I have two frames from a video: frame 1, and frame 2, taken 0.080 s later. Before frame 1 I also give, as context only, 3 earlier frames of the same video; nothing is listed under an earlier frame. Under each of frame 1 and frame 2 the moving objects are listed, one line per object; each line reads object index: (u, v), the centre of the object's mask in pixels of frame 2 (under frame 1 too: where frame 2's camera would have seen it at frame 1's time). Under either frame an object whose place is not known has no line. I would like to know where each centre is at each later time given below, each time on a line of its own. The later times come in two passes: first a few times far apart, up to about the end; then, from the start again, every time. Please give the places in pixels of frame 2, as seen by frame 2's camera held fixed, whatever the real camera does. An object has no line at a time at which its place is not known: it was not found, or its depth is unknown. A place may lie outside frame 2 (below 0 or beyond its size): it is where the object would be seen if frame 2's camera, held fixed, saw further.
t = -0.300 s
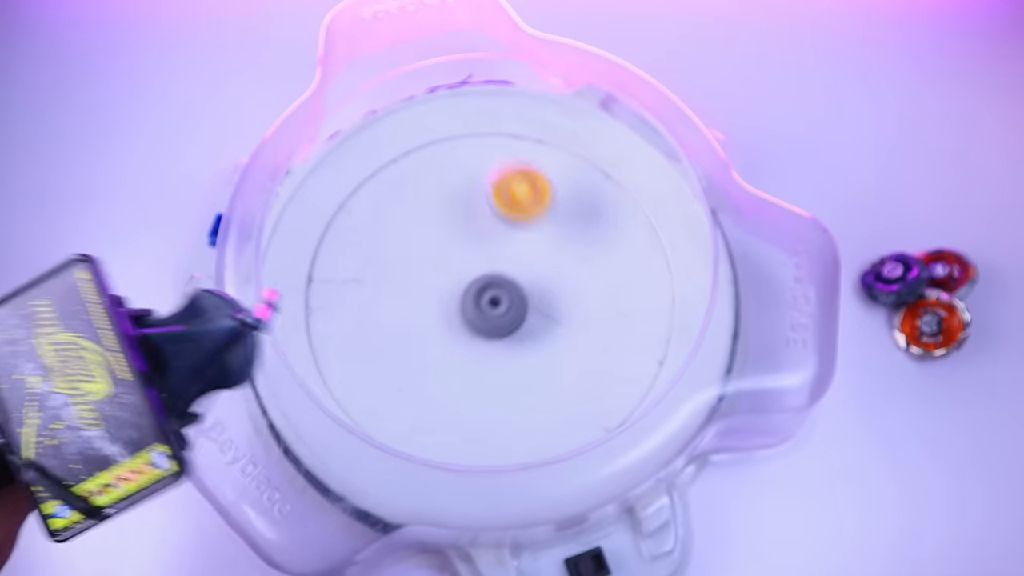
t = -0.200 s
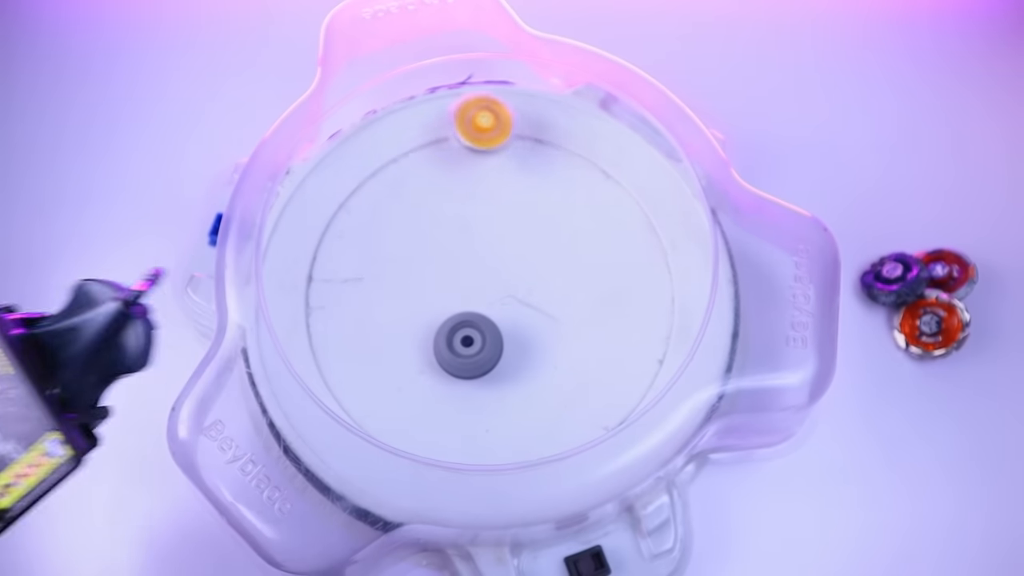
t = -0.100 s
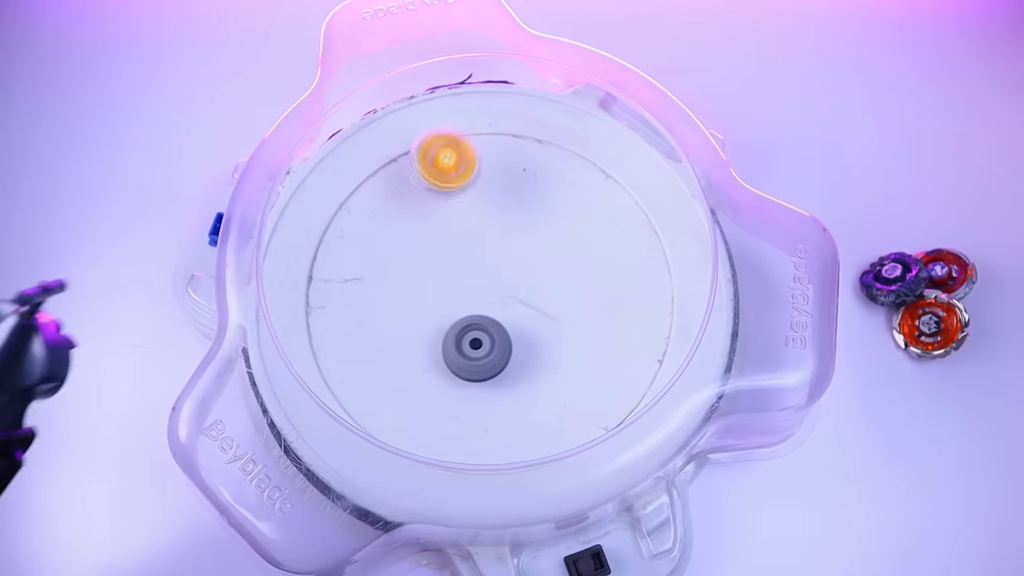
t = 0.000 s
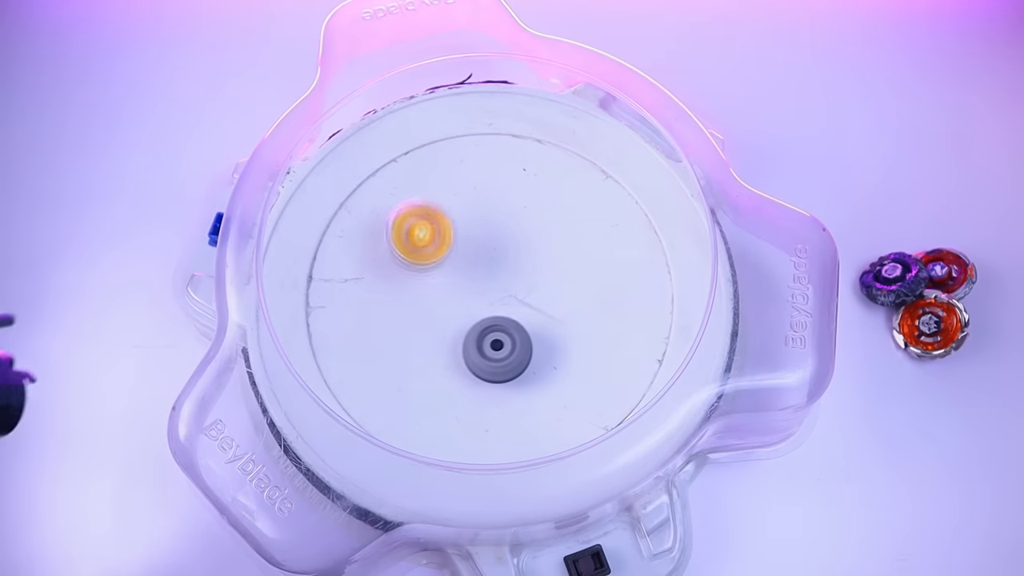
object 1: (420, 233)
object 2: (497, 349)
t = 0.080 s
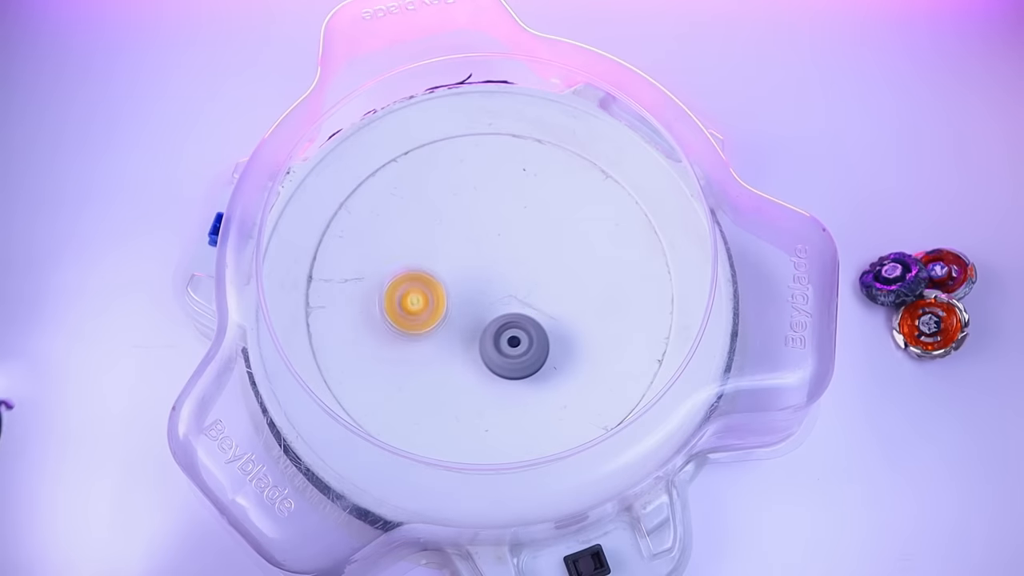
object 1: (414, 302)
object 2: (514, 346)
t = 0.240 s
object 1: (467, 371)
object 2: (542, 328)
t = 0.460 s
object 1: (653, 294)
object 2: (541, 288)
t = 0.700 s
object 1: (529, 159)
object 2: (498, 266)
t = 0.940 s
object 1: (446, 215)
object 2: (464, 285)
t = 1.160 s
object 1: (477, 246)
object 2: (471, 344)
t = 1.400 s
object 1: (562, 246)
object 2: (520, 334)
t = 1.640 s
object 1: (536, 188)
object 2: (533, 291)
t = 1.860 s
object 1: (443, 183)
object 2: (513, 315)
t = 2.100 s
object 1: (430, 255)
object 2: (518, 319)
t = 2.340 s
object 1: (412, 285)
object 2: (541, 318)
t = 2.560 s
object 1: (406, 303)
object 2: (539, 293)
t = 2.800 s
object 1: (459, 356)
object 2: (500, 281)
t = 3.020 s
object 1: (531, 366)
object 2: (477, 261)
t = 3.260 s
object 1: (547, 299)
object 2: (458, 261)
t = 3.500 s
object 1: (516, 296)
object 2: (445, 263)
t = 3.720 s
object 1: (509, 302)
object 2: (449, 273)
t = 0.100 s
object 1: (416, 316)
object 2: (518, 344)
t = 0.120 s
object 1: (417, 328)
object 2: (522, 343)
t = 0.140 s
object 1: (422, 341)
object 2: (526, 341)
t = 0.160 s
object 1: (427, 351)
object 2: (529, 338)
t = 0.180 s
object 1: (434, 358)
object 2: (533, 336)
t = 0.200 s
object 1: (443, 363)
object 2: (536, 333)
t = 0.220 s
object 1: (455, 367)
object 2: (539, 331)
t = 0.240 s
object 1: (467, 371)
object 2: (542, 328)
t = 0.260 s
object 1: (482, 372)
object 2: (545, 325)
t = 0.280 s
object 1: (498, 372)
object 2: (547, 322)
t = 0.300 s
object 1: (516, 370)
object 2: (549, 317)
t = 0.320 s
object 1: (534, 366)
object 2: (551, 311)
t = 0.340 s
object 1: (552, 360)
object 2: (549, 305)
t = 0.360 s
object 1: (569, 353)
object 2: (547, 302)
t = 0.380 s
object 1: (586, 344)
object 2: (546, 301)
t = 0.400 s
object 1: (603, 335)
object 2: (547, 299)
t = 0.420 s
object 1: (621, 324)
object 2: (546, 296)
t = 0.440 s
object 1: (638, 309)
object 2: (544, 292)
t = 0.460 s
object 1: (653, 294)
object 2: (541, 288)
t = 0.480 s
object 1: (666, 276)
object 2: (538, 285)
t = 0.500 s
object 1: (665, 260)
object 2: (534, 281)
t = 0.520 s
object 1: (654, 242)
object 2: (531, 279)
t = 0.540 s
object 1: (641, 227)
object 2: (528, 276)
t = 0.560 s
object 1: (629, 215)
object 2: (524, 274)
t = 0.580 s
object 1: (615, 208)
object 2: (520, 272)
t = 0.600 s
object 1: (601, 194)
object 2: (517, 270)
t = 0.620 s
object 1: (587, 184)
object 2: (513, 269)
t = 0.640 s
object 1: (572, 173)
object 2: (509, 268)
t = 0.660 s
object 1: (556, 168)
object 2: (506, 267)
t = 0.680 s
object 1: (542, 163)
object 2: (502, 267)
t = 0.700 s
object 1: (529, 159)
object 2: (498, 266)
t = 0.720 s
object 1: (515, 157)
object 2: (496, 267)
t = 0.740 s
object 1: (504, 154)
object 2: (493, 267)
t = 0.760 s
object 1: (492, 154)
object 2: (489, 268)
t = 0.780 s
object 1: (482, 155)
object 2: (486, 269)
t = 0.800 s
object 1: (473, 157)
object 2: (483, 270)
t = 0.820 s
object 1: (466, 161)
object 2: (480, 272)
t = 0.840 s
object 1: (459, 168)
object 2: (477, 274)
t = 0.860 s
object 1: (453, 177)
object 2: (474, 275)
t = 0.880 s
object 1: (449, 186)
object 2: (471, 277)
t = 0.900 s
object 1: (446, 197)
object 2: (469, 279)
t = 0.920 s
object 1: (445, 208)
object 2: (466, 281)
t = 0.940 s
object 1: (446, 215)
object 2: (464, 285)
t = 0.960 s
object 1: (446, 221)
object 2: (463, 291)
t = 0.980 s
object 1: (446, 223)
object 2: (462, 297)
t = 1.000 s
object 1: (447, 222)
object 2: (461, 307)
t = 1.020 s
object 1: (448, 221)
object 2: (461, 315)
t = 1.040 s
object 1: (450, 222)
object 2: (460, 322)
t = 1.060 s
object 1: (453, 224)
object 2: (460, 328)
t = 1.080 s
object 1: (456, 226)
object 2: (461, 332)
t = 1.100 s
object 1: (460, 230)
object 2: (462, 336)
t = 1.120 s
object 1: (465, 235)
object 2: (465, 339)
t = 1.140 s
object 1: (471, 241)
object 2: (467, 342)
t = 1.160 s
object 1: (477, 246)
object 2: (471, 344)
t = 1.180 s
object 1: (485, 252)
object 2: (475, 346)
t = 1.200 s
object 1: (492, 258)
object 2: (479, 347)
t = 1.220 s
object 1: (501, 262)
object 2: (484, 347)
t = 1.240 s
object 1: (510, 265)
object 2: (488, 347)
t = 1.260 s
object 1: (520, 266)
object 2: (493, 347)
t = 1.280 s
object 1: (529, 267)
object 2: (497, 346)
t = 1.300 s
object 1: (535, 266)
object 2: (502, 345)
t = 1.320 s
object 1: (542, 264)
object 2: (506, 343)
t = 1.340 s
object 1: (548, 260)
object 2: (510, 341)
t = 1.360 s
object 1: (553, 257)
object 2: (514, 339)
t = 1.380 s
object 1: (558, 251)
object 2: (517, 337)
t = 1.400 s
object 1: (562, 246)
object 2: (520, 334)
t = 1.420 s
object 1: (566, 239)
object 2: (523, 331)
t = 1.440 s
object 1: (569, 233)
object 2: (526, 328)
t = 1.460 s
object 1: (572, 227)
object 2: (529, 325)
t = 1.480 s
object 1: (574, 220)
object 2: (531, 322)
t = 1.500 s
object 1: (574, 214)
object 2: (533, 318)
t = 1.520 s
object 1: (572, 208)
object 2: (535, 314)
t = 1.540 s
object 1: (569, 203)
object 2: (536, 310)
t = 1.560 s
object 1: (565, 197)
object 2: (537, 307)
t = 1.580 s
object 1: (559, 193)
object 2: (537, 303)
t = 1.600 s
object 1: (552, 189)
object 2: (537, 299)
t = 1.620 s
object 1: (545, 188)
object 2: (535, 295)
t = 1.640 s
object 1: (536, 188)
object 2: (533, 291)
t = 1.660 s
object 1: (526, 189)
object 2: (531, 287)
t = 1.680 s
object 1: (518, 193)
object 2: (528, 284)
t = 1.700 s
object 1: (508, 198)
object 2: (526, 281)
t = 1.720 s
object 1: (500, 205)
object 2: (523, 278)
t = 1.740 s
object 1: (493, 211)
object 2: (520, 277)
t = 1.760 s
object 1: (482, 204)
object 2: (519, 288)
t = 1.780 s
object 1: (472, 197)
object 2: (519, 298)
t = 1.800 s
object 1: (463, 191)
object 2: (518, 305)
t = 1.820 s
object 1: (455, 186)
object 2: (516, 309)
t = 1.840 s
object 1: (448, 184)
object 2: (514, 313)
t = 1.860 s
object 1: (443, 183)
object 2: (513, 315)
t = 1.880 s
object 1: (439, 185)
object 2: (513, 316)
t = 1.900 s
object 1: (436, 188)
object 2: (513, 317)
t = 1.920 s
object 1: (434, 191)
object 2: (514, 318)
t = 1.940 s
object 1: (433, 197)
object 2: (514, 318)
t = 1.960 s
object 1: (431, 204)
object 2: (515, 319)
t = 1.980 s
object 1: (431, 210)
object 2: (516, 319)
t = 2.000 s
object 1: (430, 218)
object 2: (516, 320)
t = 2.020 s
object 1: (430, 225)
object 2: (517, 320)
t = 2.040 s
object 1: (428, 232)
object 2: (517, 320)
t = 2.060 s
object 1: (427, 241)
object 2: (517, 320)
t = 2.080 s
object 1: (428, 248)
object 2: (518, 320)
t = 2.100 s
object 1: (430, 255)
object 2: (518, 319)
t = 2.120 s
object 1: (433, 260)
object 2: (518, 319)
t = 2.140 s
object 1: (436, 267)
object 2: (518, 319)
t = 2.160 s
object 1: (440, 274)
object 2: (518, 319)
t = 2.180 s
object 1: (442, 280)
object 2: (518, 318)
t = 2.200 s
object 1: (447, 284)
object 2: (518, 317)
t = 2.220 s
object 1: (451, 289)
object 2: (518, 316)
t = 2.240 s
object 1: (452, 291)
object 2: (521, 316)
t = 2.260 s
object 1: (442, 288)
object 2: (529, 319)
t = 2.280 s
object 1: (433, 287)
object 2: (534, 320)
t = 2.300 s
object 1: (426, 286)
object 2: (537, 321)
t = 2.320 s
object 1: (418, 284)
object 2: (539, 320)
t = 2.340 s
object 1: (412, 285)
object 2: (541, 318)
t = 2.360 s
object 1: (408, 285)
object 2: (542, 317)
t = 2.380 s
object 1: (404, 285)
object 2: (543, 315)
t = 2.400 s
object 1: (402, 287)
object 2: (544, 313)
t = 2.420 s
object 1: (400, 288)
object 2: (544, 310)
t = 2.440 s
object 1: (399, 291)
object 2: (544, 308)
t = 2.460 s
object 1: (399, 292)
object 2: (544, 305)
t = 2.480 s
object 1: (399, 294)
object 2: (543, 303)
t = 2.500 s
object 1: (400, 295)
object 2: (542, 300)
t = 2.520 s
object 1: (401, 297)
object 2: (542, 298)
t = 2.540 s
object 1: (403, 299)
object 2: (541, 296)
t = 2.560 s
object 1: (406, 303)
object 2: (539, 293)
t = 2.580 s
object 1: (409, 306)
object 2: (536, 291)
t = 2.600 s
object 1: (412, 311)
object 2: (533, 288)
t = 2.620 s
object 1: (414, 316)
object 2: (530, 286)
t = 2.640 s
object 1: (418, 321)
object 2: (527, 284)
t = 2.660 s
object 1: (421, 327)
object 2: (523, 283)
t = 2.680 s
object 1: (424, 332)
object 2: (520, 282)
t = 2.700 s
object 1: (427, 336)
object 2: (516, 281)
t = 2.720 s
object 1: (432, 341)
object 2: (513, 281)
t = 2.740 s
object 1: (437, 346)
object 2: (510, 280)
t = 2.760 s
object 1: (443, 350)
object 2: (506, 281)
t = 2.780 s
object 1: (451, 354)
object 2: (503, 281)
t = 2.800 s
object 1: (459, 356)
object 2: (500, 281)
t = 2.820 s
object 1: (469, 356)
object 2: (497, 282)
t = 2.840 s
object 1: (478, 355)
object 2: (494, 283)
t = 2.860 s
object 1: (485, 352)
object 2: (492, 284)
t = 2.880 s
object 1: (493, 347)
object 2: (489, 284)
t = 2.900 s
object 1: (500, 344)
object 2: (487, 282)
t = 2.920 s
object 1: (507, 351)
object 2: (484, 274)
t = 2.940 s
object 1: (513, 359)
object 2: (482, 268)
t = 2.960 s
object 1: (517, 361)
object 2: (480, 264)
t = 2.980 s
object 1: (521, 366)
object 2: (479, 262)
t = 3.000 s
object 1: (526, 367)
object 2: (478, 261)
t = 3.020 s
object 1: (531, 366)
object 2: (477, 261)
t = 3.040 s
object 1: (536, 364)
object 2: (475, 261)
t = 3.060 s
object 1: (542, 361)
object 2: (474, 261)
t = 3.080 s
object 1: (548, 356)
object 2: (472, 260)
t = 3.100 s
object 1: (552, 352)
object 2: (470, 260)
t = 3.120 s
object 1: (556, 347)
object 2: (469, 260)
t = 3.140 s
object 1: (558, 342)
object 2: (467, 260)
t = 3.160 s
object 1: (560, 334)
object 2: (465, 261)
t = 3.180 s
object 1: (561, 326)
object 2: (464, 261)
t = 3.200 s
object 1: (560, 318)
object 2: (462, 261)
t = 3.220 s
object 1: (556, 311)
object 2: (461, 261)
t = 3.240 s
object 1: (551, 305)
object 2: (459, 261)
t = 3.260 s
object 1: (547, 299)
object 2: (458, 261)
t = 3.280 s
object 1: (540, 296)
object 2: (457, 262)
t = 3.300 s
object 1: (535, 292)
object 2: (456, 262)
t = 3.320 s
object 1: (528, 291)
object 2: (455, 262)
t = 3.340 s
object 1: (524, 289)
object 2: (454, 263)
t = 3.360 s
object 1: (519, 289)
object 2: (453, 264)
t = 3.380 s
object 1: (515, 289)
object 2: (452, 264)
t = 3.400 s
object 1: (513, 290)
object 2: (450, 264)
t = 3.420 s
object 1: (514, 291)
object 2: (448, 263)
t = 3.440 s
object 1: (515, 293)
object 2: (447, 263)
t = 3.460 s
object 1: (516, 294)
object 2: (446, 263)
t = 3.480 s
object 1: (516, 295)
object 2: (446, 263)
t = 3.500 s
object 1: (516, 296)
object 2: (445, 263)
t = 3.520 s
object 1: (516, 298)
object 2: (445, 263)
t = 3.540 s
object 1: (516, 299)
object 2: (445, 264)
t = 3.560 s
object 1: (516, 299)
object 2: (445, 264)
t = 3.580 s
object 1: (515, 300)
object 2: (445, 265)
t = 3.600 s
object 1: (514, 301)
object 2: (445, 265)
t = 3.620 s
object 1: (514, 301)
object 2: (446, 266)
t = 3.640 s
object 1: (513, 302)
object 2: (446, 268)
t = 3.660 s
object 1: (512, 302)
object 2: (447, 269)
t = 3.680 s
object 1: (511, 302)
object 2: (448, 270)
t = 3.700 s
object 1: (510, 302)
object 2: (448, 271)
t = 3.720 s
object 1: (509, 302)
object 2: (449, 273)
